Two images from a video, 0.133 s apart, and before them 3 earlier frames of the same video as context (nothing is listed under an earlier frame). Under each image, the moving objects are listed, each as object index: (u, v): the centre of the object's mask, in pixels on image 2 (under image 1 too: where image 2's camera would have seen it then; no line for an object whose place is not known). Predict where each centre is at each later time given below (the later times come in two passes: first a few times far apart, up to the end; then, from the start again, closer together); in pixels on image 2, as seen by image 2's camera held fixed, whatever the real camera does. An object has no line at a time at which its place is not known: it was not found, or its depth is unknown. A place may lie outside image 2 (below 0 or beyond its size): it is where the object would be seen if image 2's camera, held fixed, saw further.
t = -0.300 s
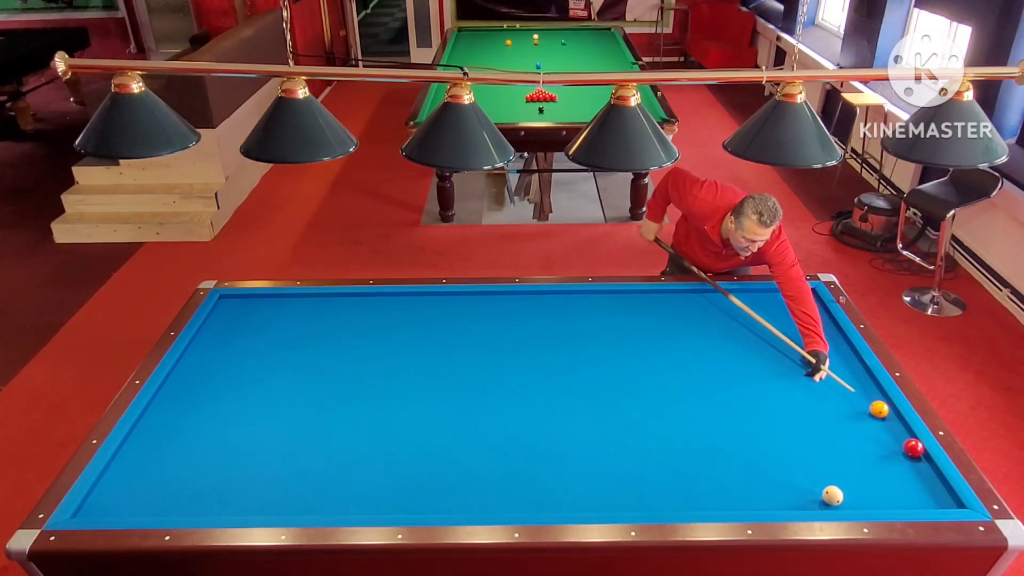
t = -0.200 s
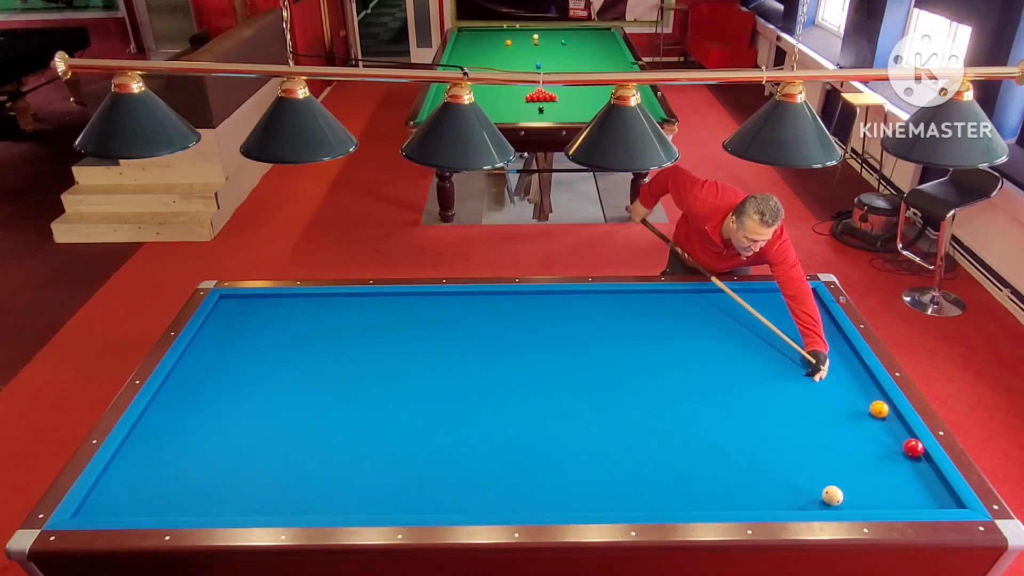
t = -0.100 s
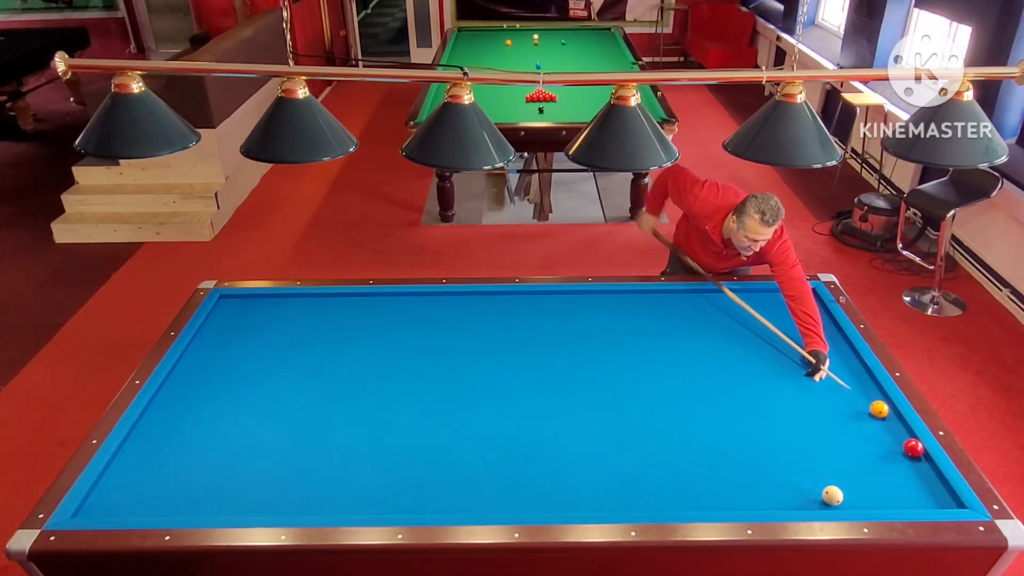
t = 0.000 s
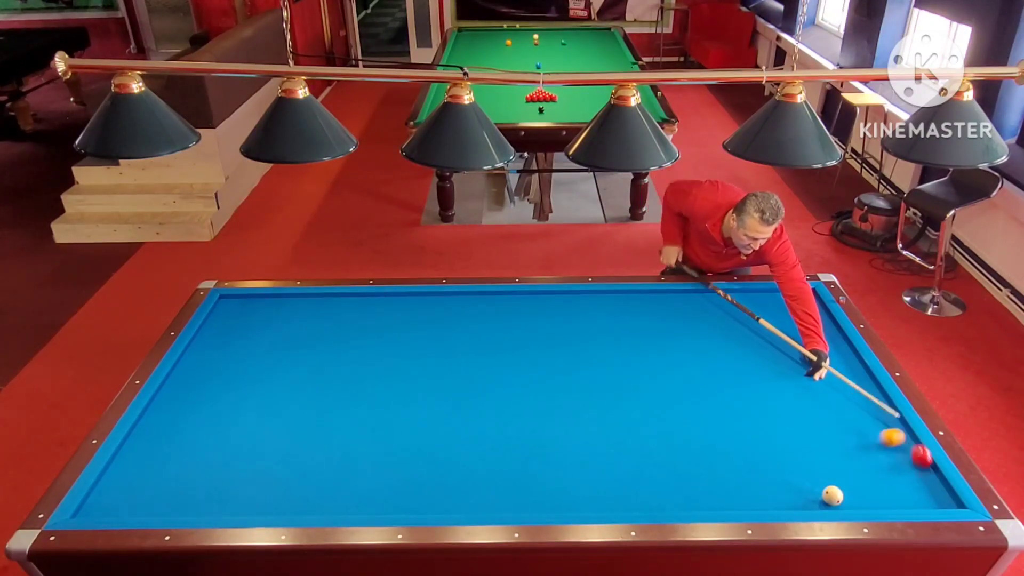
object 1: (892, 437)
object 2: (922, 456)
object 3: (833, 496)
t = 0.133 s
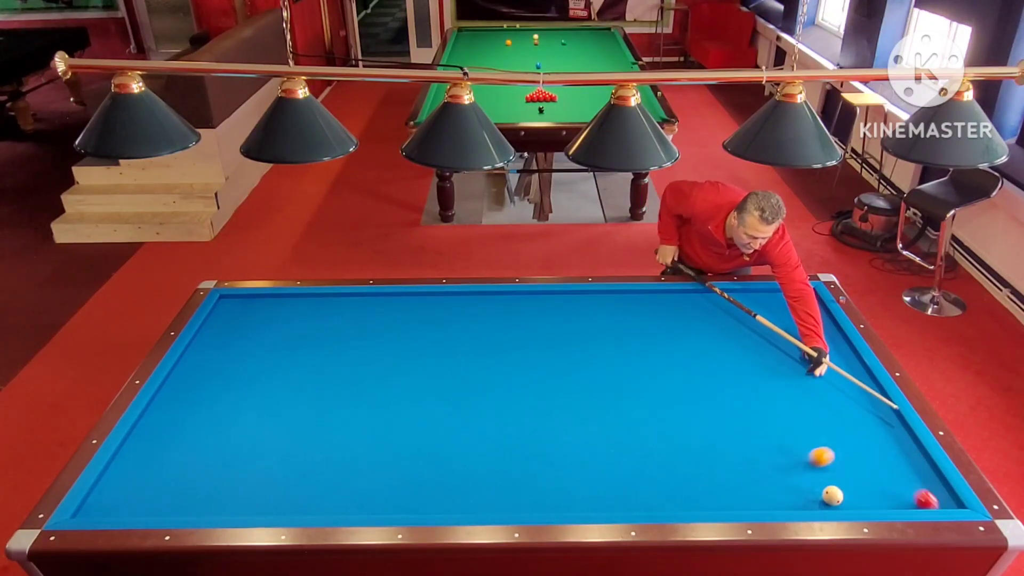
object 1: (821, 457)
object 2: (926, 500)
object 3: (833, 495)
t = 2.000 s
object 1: (314, 348)
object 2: (695, 330)
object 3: (833, 495)
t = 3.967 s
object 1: (707, 370)
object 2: (689, 474)
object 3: (832, 495)
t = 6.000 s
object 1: (847, 502)
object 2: (644, 444)
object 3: (797, 499)
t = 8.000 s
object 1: (799, 473)
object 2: (617, 408)
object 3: (691, 464)
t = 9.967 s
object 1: (795, 471)
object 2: (613, 403)
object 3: (643, 449)
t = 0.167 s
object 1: (804, 462)
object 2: (915, 490)
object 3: (833, 495)
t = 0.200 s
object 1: (787, 467)
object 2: (905, 481)
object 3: (833, 495)
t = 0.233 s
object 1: (771, 472)
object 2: (895, 472)
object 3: (833, 495)
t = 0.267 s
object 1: (754, 478)
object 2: (886, 464)
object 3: (833, 495)
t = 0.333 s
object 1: (724, 491)
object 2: (870, 450)
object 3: (833, 495)
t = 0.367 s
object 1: (709, 497)
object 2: (863, 443)
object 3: (833, 495)
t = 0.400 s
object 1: (695, 503)
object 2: (855, 437)
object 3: (833, 495)
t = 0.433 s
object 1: (676, 503)
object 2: (848, 430)
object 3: (833, 495)
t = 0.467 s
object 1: (656, 499)
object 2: (841, 424)
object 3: (833, 495)
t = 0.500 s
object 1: (636, 494)
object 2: (834, 418)
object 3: (833, 495)
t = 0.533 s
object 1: (617, 491)
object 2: (828, 412)
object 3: (833, 495)
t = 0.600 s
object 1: (580, 484)
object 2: (815, 401)
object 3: (833, 496)
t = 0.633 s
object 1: (561, 481)
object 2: (809, 395)
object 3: (833, 495)
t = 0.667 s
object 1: (543, 478)
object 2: (803, 390)
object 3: (832, 496)
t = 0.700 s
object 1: (525, 475)
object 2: (797, 384)
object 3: (832, 496)
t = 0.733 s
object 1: (507, 472)
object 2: (791, 379)
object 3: (832, 496)
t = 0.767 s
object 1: (490, 469)
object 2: (785, 374)
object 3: (833, 495)
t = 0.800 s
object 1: (473, 466)
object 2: (780, 369)
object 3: (833, 496)
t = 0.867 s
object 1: (438, 461)
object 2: (769, 359)
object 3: (832, 496)
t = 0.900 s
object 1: (422, 458)
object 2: (764, 355)
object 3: (832, 496)
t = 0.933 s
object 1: (405, 455)
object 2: (759, 350)
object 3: (833, 496)
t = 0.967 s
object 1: (389, 452)
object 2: (754, 346)
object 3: (833, 496)
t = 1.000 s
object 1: (372, 450)
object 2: (749, 341)
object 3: (832, 496)
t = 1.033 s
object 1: (356, 447)
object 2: (744, 337)
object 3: (833, 496)
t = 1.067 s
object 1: (340, 444)
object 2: (740, 333)
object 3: (833, 495)
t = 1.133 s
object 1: (309, 439)
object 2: (731, 325)
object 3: (833, 496)
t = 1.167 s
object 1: (294, 437)
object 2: (726, 321)
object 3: (833, 496)
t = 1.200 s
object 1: (279, 434)
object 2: (722, 317)
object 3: (833, 496)
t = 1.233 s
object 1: (264, 432)
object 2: (718, 313)
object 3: (833, 496)
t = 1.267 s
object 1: (249, 430)
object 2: (714, 309)
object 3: (833, 496)
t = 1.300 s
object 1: (234, 427)
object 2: (710, 305)
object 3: (833, 495)
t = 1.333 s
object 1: (220, 425)
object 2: (706, 302)
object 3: (833, 496)
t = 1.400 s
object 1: (191, 420)
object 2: (697, 295)
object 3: (832, 496)
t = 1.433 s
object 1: (177, 418)
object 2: (695, 293)
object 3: (833, 496)
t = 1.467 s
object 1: (163, 415)
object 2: (696, 296)
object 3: (832, 496)
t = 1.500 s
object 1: (150, 413)
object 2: (696, 299)
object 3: (833, 496)
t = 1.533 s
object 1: (160, 408)
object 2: (696, 301)
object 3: (833, 496)
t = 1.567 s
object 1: (175, 403)
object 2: (696, 304)
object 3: (833, 496)
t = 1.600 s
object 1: (190, 398)
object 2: (696, 306)
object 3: (833, 495)
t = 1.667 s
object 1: (217, 388)
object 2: (696, 310)
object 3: (833, 496)
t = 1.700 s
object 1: (229, 384)
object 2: (696, 312)
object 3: (832, 496)
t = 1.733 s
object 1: (240, 380)
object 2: (696, 314)
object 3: (833, 496)
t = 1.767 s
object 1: (250, 376)
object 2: (696, 316)
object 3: (832, 496)
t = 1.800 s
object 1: (260, 371)
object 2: (696, 318)
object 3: (833, 496)
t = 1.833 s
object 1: (270, 367)
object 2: (696, 320)
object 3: (833, 496)
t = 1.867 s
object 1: (279, 363)
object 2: (696, 322)
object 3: (833, 496)
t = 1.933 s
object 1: (297, 355)
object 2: (695, 326)
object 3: (833, 495)
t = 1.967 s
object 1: (305, 352)
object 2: (695, 328)
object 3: (833, 495)
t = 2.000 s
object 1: (314, 348)
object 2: (695, 330)
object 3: (833, 495)
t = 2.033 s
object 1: (322, 344)
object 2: (695, 333)
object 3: (833, 496)
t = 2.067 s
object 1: (331, 341)
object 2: (695, 334)
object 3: (833, 496)
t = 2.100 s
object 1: (339, 337)
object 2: (695, 337)
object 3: (833, 496)
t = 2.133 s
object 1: (347, 334)
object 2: (695, 339)
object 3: (832, 496)
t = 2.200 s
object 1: (362, 327)
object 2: (695, 343)
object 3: (832, 496)
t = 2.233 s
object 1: (370, 324)
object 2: (695, 345)
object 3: (832, 496)
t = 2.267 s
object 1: (378, 320)
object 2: (694, 347)
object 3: (832, 496)
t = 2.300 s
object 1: (385, 317)
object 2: (694, 350)
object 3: (832, 496)
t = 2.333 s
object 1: (392, 314)
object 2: (694, 352)
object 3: (832, 496)
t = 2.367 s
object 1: (400, 311)
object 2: (694, 354)
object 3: (832, 496)
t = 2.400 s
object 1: (406, 308)
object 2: (694, 356)
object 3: (832, 496)
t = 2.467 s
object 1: (420, 302)
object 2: (694, 361)
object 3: (832, 496)
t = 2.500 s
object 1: (427, 299)
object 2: (694, 363)
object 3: (832, 496)
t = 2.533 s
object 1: (434, 296)
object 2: (694, 365)
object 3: (832, 496)
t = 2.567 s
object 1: (440, 295)
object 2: (694, 367)
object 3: (832, 495)
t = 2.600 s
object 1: (446, 297)
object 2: (693, 370)
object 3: (832, 496)
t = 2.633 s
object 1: (451, 300)
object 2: (693, 372)
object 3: (832, 495)
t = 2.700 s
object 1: (463, 303)
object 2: (693, 377)
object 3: (832, 495)
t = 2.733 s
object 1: (469, 305)
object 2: (693, 379)
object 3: (832, 495)
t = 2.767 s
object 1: (474, 306)
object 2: (693, 382)
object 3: (832, 496)
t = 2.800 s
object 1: (480, 308)
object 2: (693, 384)
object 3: (832, 495)
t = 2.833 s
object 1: (486, 309)
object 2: (693, 386)
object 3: (832, 496)
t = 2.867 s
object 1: (492, 311)
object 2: (692, 388)
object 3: (832, 496)
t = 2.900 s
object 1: (498, 313)
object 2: (692, 391)
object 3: (832, 496)
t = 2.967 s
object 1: (510, 316)
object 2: (692, 396)
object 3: (832, 496)
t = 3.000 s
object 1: (516, 317)
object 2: (692, 398)
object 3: (832, 496)
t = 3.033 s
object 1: (522, 319)
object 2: (692, 401)
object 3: (832, 496)
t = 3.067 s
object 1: (528, 321)
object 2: (692, 403)
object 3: (832, 496)
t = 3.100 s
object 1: (534, 322)
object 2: (692, 405)
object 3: (832, 496)
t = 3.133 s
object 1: (541, 324)
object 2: (692, 408)
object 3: (832, 496)
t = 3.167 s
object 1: (547, 326)
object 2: (691, 411)
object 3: (832, 496)
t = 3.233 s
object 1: (559, 329)
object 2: (691, 415)
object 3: (832, 496)
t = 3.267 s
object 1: (566, 331)
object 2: (691, 418)
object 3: (832, 496)
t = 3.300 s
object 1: (572, 333)
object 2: (691, 421)
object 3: (832, 496)
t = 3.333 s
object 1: (579, 335)
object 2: (691, 423)
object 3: (832, 496)
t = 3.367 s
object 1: (585, 336)
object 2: (691, 426)
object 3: (832, 496)
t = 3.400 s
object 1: (592, 338)
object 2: (691, 428)
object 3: (832, 496)
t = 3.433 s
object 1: (598, 340)
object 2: (691, 431)
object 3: (832, 495)
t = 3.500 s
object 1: (611, 344)
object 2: (690, 436)
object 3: (832, 495)
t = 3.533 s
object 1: (618, 345)
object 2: (690, 439)
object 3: (832, 496)
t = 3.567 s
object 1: (624, 347)
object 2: (690, 441)
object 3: (832, 496)
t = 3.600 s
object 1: (631, 349)
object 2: (690, 444)
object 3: (832, 496)
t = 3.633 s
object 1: (638, 351)
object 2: (690, 447)
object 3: (832, 495)
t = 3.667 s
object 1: (645, 353)
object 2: (690, 449)
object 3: (832, 495)
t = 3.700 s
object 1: (651, 355)
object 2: (690, 452)
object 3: (832, 495)
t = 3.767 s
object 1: (665, 358)
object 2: (690, 457)
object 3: (832, 495)
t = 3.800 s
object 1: (672, 360)
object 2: (689, 460)
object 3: (832, 495)
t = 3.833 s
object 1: (679, 362)
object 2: (689, 463)
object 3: (832, 495)
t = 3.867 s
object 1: (686, 364)
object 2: (689, 465)
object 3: (832, 495)
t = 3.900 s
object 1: (693, 366)
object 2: (689, 468)
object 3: (832, 495)
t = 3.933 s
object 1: (700, 368)
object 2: (689, 471)
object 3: (832, 495)
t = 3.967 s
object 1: (707, 370)
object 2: (689, 474)
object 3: (832, 495)
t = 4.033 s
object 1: (722, 374)
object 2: (689, 480)
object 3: (832, 495)
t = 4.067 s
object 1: (729, 376)
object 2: (688, 482)
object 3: (832, 495)
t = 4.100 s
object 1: (736, 378)
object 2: (688, 485)
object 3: (832, 495)
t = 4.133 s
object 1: (744, 380)
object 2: (688, 488)
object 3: (832, 495)
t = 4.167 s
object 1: (751, 382)
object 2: (688, 491)
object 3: (832, 495)
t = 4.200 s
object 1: (758, 384)
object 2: (688, 494)
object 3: (832, 495)
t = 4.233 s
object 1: (766, 386)
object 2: (688, 497)
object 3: (832, 495)
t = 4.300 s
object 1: (781, 390)
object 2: (688, 502)
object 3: (833, 495)
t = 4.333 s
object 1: (789, 392)
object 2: (687, 504)
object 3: (832, 495)
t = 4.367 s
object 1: (796, 394)
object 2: (687, 504)
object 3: (832, 495)
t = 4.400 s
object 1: (804, 396)
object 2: (686, 503)
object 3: (832, 495)
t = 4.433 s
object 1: (812, 398)
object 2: (685, 502)
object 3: (832, 495)
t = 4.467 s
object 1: (819, 400)
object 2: (684, 501)
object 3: (832, 495)
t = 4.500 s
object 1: (827, 403)
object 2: (683, 500)
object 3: (832, 495)
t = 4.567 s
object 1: (843, 407)
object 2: (681, 496)
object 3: (832, 495)
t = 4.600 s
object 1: (851, 409)
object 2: (680, 494)
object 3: (832, 495)
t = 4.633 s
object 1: (859, 411)
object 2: (679, 493)
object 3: (832, 495)
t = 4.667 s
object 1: (868, 414)
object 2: (678, 491)
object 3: (832, 496)
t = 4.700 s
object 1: (876, 416)
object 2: (677, 490)
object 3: (833, 495)
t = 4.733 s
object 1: (884, 418)
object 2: (677, 488)
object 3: (832, 496)
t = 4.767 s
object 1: (892, 420)
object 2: (676, 487)
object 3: (832, 495)
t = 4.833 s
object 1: (896, 426)
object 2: (674, 484)
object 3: (832, 495)
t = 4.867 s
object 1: (893, 429)
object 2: (673, 483)
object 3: (832, 495)
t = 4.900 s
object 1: (890, 431)
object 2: (672, 481)
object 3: (832, 496)
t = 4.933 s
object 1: (888, 434)
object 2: (672, 480)
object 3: (832, 496)
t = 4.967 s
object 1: (886, 437)
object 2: (671, 478)
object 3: (832, 495)
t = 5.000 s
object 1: (884, 439)
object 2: (670, 477)
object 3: (832, 496)
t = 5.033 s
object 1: (882, 443)
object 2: (669, 476)
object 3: (832, 496)
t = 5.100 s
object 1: (877, 448)
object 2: (667, 473)
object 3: (832, 496)
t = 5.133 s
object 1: (875, 451)
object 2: (667, 472)
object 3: (832, 496)
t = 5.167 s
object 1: (873, 454)
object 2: (666, 471)
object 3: (832, 496)
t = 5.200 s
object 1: (871, 457)
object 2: (665, 469)
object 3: (832, 496)
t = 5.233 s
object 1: (869, 460)
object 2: (664, 468)
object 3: (832, 496)
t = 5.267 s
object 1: (866, 463)
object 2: (663, 467)
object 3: (832, 496)
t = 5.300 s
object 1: (864, 466)
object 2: (662, 466)
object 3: (832, 495)
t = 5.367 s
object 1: (859, 472)
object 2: (660, 463)
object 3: (832, 495)
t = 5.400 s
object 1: (856, 476)
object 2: (659, 462)
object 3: (833, 495)
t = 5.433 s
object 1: (855, 479)
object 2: (658, 461)
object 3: (833, 495)
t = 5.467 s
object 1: (852, 482)
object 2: (657, 460)
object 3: (833, 495)
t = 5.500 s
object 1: (850, 485)
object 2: (656, 459)
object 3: (832, 496)
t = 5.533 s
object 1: (848, 487)
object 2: (655, 458)
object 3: (832, 496)
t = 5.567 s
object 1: (847, 490)
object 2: (654, 456)
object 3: (830, 497)
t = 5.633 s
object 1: (848, 493)
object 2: (653, 454)
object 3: (825, 500)
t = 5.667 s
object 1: (848, 494)
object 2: (652, 453)
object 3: (822, 501)
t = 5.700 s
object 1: (849, 496)
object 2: (651, 452)
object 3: (820, 502)
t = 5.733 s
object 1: (849, 497)
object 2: (650, 451)
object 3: (817, 503)
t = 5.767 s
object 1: (849, 498)
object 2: (649, 450)
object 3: (815, 503)
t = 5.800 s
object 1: (849, 499)
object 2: (648, 449)
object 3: (812, 502)
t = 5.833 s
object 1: (850, 501)
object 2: (648, 448)
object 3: (810, 502)
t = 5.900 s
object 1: (850, 502)
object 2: (646, 446)
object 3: (805, 501)
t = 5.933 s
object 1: (850, 503)
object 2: (645, 445)
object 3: (802, 500)
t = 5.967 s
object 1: (849, 502)
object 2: (644, 444)
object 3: (800, 500)
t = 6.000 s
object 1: (847, 502)
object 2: (644, 444)
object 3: (797, 499)
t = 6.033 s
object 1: (846, 501)
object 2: (643, 443)
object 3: (795, 498)
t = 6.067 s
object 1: (845, 501)
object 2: (642, 442)
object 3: (793, 497)
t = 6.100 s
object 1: (843, 500)
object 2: (642, 441)
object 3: (790, 497)
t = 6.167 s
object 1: (841, 499)
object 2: (640, 439)
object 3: (786, 495)
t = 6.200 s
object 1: (840, 499)
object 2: (640, 438)
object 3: (783, 494)
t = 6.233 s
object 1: (838, 498)
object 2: (639, 438)
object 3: (781, 494)
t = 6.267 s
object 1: (837, 497)
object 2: (638, 437)
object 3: (779, 493)
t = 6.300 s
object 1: (836, 497)
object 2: (638, 436)
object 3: (777, 492)
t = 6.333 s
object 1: (835, 496)
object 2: (637, 435)
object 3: (775, 492)
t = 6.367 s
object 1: (834, 495)
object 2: (636, 434)
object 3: (772, 491)
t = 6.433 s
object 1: (832, 494)
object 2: (635, 433)
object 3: (768, 489)
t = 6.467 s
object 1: (830, 493)
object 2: (635, 432)
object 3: (766, 489)
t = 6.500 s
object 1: (829, 493)
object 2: (634, 431)
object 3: (764, 488)
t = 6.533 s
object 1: (828, 492)
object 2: (634, 430)
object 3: (762, 487)
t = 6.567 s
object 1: (827, 492)
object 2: (633, 430)
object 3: (760, 487)
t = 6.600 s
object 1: (827, 491)
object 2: (632, 429)
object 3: (758, 486)
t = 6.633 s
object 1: (825, 490)
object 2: (632, 428)
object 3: (756, 485)
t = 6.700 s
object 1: (824, 489)
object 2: (631, 427)
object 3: (752, 484)
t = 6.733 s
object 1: (822, 488)
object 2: (630, 426)
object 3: (750, 483)
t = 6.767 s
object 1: (822, 488)
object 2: (630, 426)
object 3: (748, 483)
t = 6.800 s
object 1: (821, 487)
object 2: (629, 425)
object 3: (746, 482)
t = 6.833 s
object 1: (820, 487)
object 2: (629, 424)
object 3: (744, 481)
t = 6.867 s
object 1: (819, 486)
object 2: (628, 424)
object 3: (743, 481)
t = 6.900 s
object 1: (818, 486)
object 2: (628, 423)
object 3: (741, 480)
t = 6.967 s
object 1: (816, 485)
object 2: (627, 422)
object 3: (737, 479)
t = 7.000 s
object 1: (815, 484)
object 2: (627, 421)
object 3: (735, 478)
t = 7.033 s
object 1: (815, 484)
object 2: (626, 421)
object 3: (734, 478)
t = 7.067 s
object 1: (814, 483)
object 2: (626, 420)
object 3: (732, 477)
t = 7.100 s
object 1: (813, 483)
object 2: (625, 420)
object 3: (730, 476)
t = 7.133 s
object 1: (812, 482)
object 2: (625, 419)
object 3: (728, 476)
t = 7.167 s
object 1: (812, 482)
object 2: (624, 418)
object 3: (727, 475)
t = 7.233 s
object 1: (810, 481)
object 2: (624, 417)
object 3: (724, 474)
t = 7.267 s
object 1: (810, 481)
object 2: (623, 417)
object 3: (722, 474)
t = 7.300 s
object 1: (809, 480)
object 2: (623, 416)
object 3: (720, 473)
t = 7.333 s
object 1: (808, 480)
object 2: (623, 416)
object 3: (719, 473)
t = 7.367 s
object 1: (808, 479)
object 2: (622, 415)
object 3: (717, 472)
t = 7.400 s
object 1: (807, 479)
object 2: (622, 415)
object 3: (716, 472)
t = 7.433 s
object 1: (806, 479)
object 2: (622, 414)
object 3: (714, 471)
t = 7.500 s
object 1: (805, 478)
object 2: (621, 413)
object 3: (711, 470)
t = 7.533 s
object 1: (805, 478)
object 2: (621, 413)
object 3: (710, 470)
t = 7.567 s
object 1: (804, 477)
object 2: (620, 413)
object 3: (708, 469)
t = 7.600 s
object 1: (804, 477)
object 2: (620, 412)
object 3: (707, 469)
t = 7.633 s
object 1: (803, 476)
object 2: (620, 412)
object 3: (705, 468)
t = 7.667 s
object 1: (803, 476)
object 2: (619, 411)
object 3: (704, 468)
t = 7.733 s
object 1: (802, 475)
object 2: (619, 411)
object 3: (701, 467)
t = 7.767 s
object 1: (801, 475)
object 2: (618, 410)
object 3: (700, 466)
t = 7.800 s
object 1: (801, 475)
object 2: (618, 410)
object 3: (699, 466)
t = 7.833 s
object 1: (801, 475)
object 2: (618, 410)
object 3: (697, 465)
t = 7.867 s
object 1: (800, 474)
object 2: (618, 409)
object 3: (696, 465)
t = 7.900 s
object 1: (800, 474)
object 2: (617, 409)
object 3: (695, 465)
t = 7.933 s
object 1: (799, 474)
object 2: (617, 409)
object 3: (694, 464)
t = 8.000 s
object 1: (799, 473)
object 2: (617, 408)
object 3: (691, 464)
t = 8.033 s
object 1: (798, 473)
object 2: (616, 408)
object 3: (690, 463)
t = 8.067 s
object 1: (798, 473)
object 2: (616, 407)
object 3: (689, 463)
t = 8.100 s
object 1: (798, 473)
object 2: (616, 407)
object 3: (687, 462)
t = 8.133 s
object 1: (798, 473)
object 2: (616, 407)
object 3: (686, 462)
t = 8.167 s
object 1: (797, 472)
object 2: (616, 407)
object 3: (685, 462)
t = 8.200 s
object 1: (797, 472)
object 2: (616, 406)
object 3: (684, 461)
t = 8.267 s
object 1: (797, 472)
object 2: (615, 406)
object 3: (682, 460)
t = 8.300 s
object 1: (797, 472)
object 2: (615, 406)
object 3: (681, 460)
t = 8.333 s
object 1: (796, 472)
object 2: (615, 405)
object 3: (680, 460)
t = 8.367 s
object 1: (796, 471)
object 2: (615, 405)
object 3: (679, 459)
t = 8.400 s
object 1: (796, 471)
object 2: (615, 405)
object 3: (678, 459)
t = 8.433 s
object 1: (796, 471)
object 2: (615, 405)
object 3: (677, 459)
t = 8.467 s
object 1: (796, 471)
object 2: (614, 405)
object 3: (676, 458)
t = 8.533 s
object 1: (795, 471)
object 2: (614, 404)
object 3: (674, 458)
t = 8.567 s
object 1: (795, 471)
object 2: (614, 404)
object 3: (673, 457)
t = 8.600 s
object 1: (795, 471)
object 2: (614, 404)
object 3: (672, 457)
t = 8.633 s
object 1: (795, 470)
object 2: (614, 404)
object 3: (671, 457)
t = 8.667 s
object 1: (795, 470)
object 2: (614, 404)
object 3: (670, 457)
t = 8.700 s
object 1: (795, 470)
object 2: (614, 404)
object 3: (669, 456)
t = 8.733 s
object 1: (795, 470)
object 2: (614, 403)
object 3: (669, 456)
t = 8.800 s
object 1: (795, 470)
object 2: (614, 403)
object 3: (667, 456)
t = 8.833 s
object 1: (795, 470)
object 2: (613, 403)
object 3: (666, 455)
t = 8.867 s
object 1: (795, 470)
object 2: (613, 403)
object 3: (666, 455)
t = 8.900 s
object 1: (795, 470)
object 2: (613, 403)
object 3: (665, 455)
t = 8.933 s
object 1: (795, 470)
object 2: (613, 403)
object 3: (664, 454)
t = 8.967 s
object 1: (795, 470)
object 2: (613, 403)
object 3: (663, 454)
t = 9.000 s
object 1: (795, 470)
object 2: (613, 403)
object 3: (663, 454)
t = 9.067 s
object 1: (795, 470)
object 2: (613, 403)
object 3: (661, 453)
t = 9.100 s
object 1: (795, 471)
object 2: (613, 403)
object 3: (660, 453)
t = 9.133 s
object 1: (795, 471)
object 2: (613, 403)
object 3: (659, 453)
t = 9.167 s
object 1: (795, 470)
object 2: (613, 403)
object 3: (659, 453)
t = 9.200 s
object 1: (795, 471)
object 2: (613, 403)
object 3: (658, 452)
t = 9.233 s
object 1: (795, 471)
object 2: (613, 403)
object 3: (657, 452)
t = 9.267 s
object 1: (795, 471)
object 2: (613, 403)
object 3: (656, 452)
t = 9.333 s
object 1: (795, 470)
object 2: (613, 403)
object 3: (655, 452)
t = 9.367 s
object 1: (795, 470)
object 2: (613, 403)
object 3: (654, 451)
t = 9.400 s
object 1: (795, 471)
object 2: (613, 403)
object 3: (653, 451)
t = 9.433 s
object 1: (795, 471)
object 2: (613, 403)
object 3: (653, 451)
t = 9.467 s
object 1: (795, 471)
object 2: (613, 403)
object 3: (652, 451)
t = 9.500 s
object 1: (795, 471)
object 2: (613, 403)
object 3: (651, 451)
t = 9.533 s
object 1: (795, 471)
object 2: (613, 403)
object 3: (650, 450)
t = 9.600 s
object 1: (795, 471)
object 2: (613, 403)
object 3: (649, 450)
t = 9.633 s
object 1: (795, 471)
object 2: (613, 403)
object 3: (649, 450)
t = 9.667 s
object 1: (795, 471)
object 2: (613, 403)
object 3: (648, 450)
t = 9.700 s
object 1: (795, 471)
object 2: (613, 403)
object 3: (647, 450)
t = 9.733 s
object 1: (795, 471)
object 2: (613, 403)
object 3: (647, 450)
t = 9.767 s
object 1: (795, 471)
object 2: (613, 403)
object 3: (646, 450)
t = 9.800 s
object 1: (795, 471)
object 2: (613, 403)
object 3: (646, 449)
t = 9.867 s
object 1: (795, 471)
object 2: (613, 403)
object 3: (645, 449)
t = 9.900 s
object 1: (795, 471)
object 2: (613, 403)
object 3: (644, 449)
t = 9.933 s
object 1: (795, 471)
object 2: (613, 403)
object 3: (644, 449)
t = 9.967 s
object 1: (795, 471)
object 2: (613, 403)
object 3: (643, 449)
